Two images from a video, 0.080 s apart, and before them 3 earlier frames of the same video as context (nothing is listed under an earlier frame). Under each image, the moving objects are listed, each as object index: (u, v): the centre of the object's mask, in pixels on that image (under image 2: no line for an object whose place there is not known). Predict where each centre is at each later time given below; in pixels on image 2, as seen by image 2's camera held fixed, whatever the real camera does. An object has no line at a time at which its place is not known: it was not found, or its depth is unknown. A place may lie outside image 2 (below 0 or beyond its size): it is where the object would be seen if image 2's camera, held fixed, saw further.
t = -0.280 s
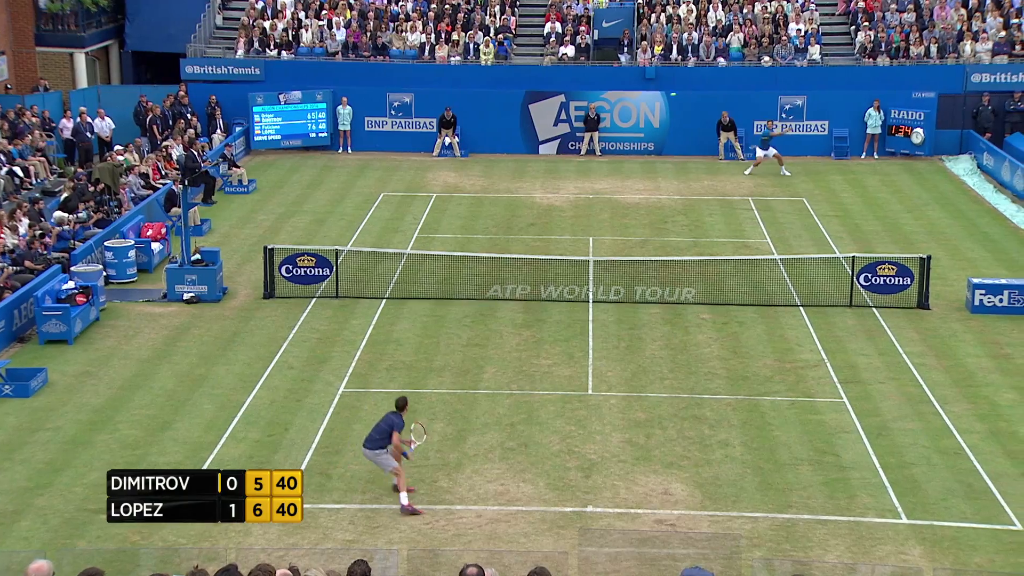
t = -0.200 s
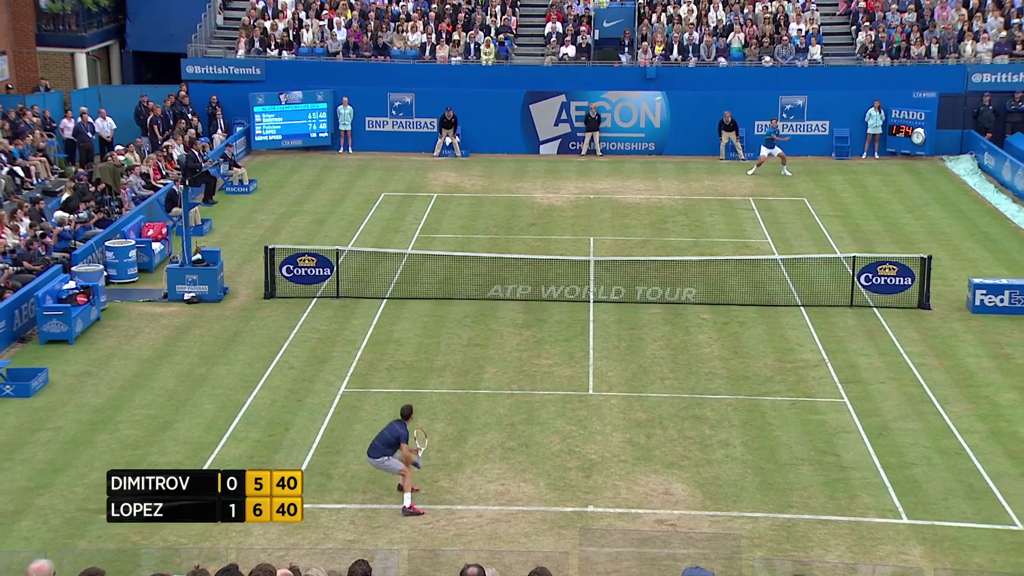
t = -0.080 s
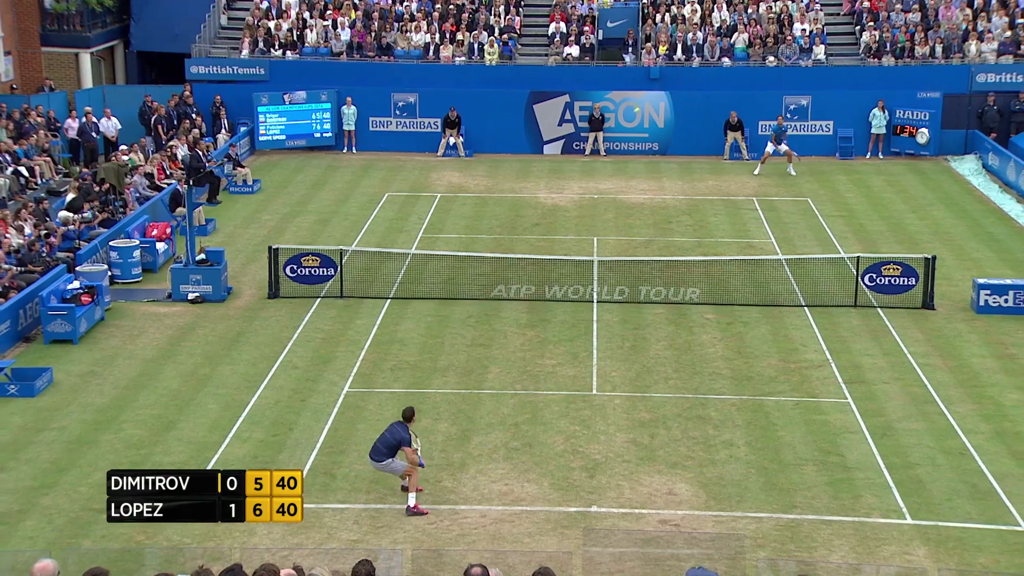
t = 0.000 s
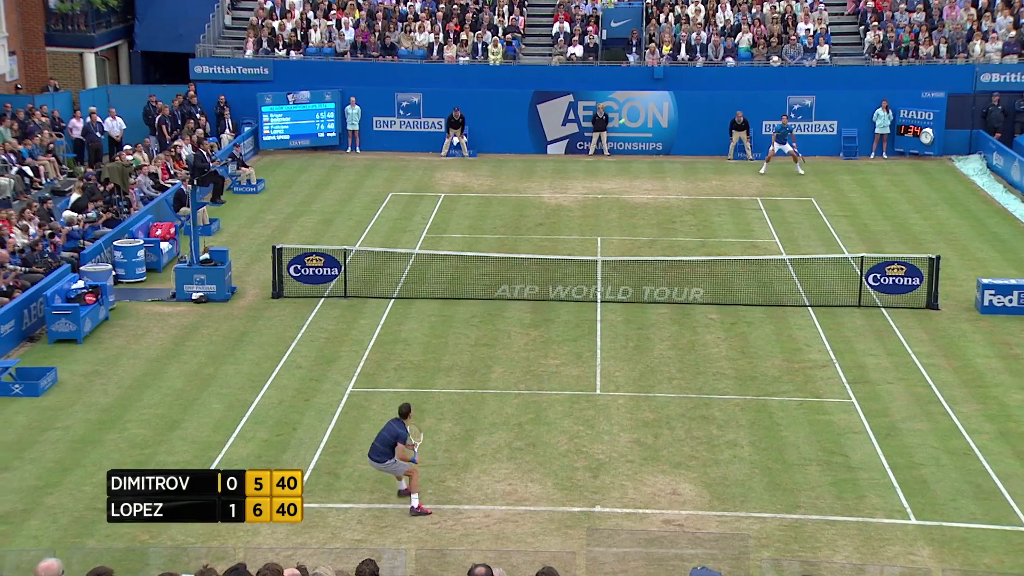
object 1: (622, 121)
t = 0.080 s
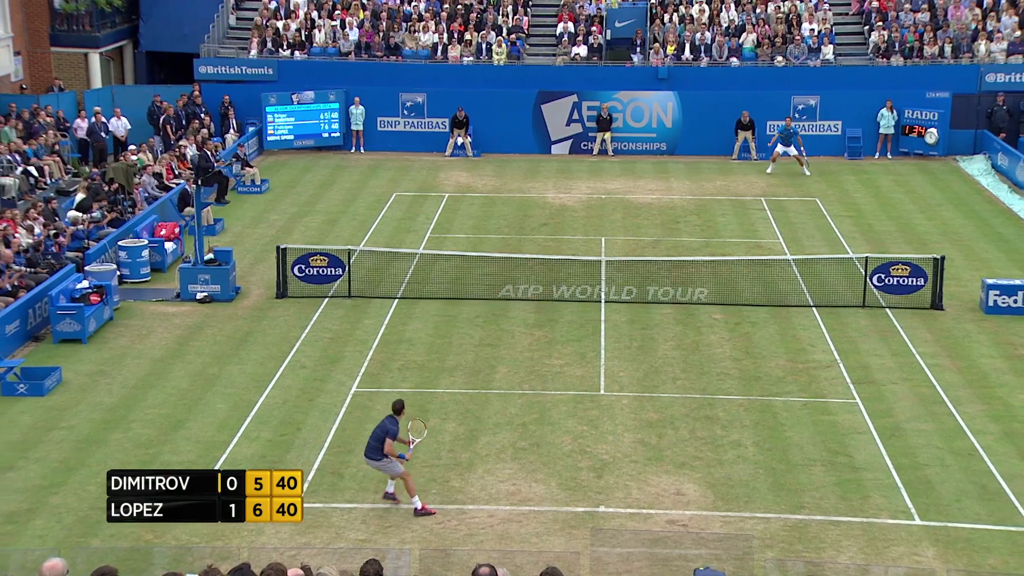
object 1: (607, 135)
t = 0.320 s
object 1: (539, 199)
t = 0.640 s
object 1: (431, 338)
